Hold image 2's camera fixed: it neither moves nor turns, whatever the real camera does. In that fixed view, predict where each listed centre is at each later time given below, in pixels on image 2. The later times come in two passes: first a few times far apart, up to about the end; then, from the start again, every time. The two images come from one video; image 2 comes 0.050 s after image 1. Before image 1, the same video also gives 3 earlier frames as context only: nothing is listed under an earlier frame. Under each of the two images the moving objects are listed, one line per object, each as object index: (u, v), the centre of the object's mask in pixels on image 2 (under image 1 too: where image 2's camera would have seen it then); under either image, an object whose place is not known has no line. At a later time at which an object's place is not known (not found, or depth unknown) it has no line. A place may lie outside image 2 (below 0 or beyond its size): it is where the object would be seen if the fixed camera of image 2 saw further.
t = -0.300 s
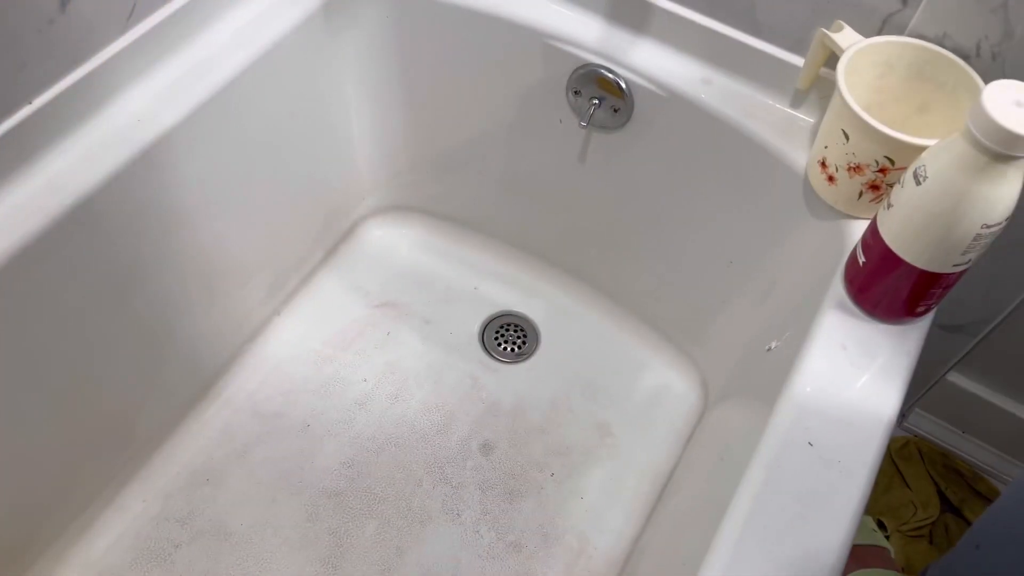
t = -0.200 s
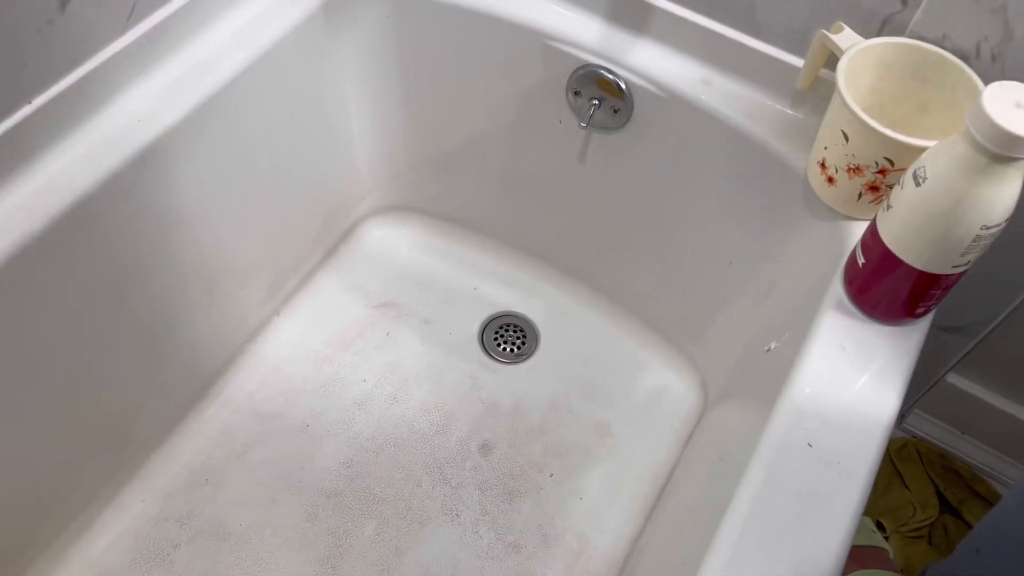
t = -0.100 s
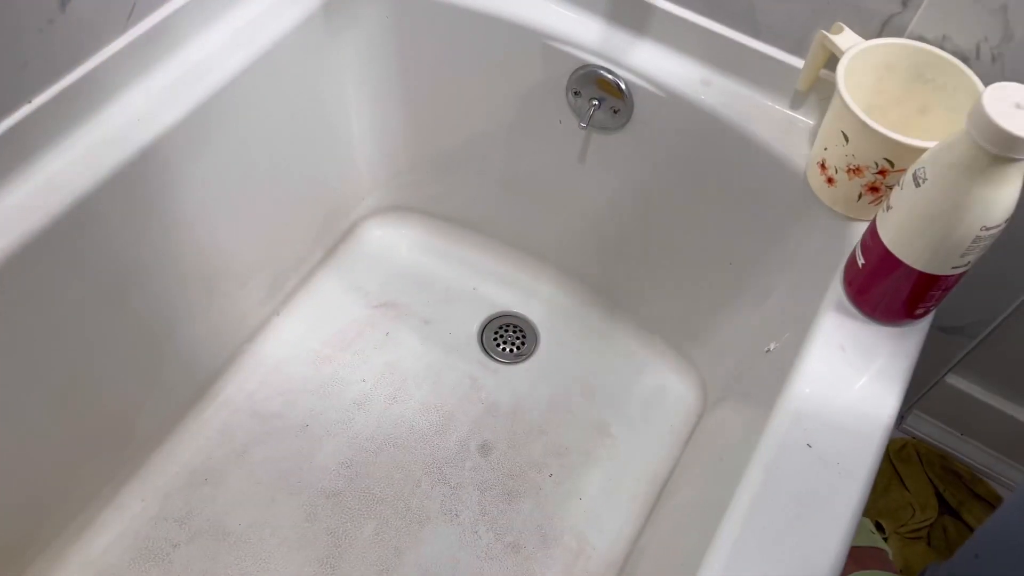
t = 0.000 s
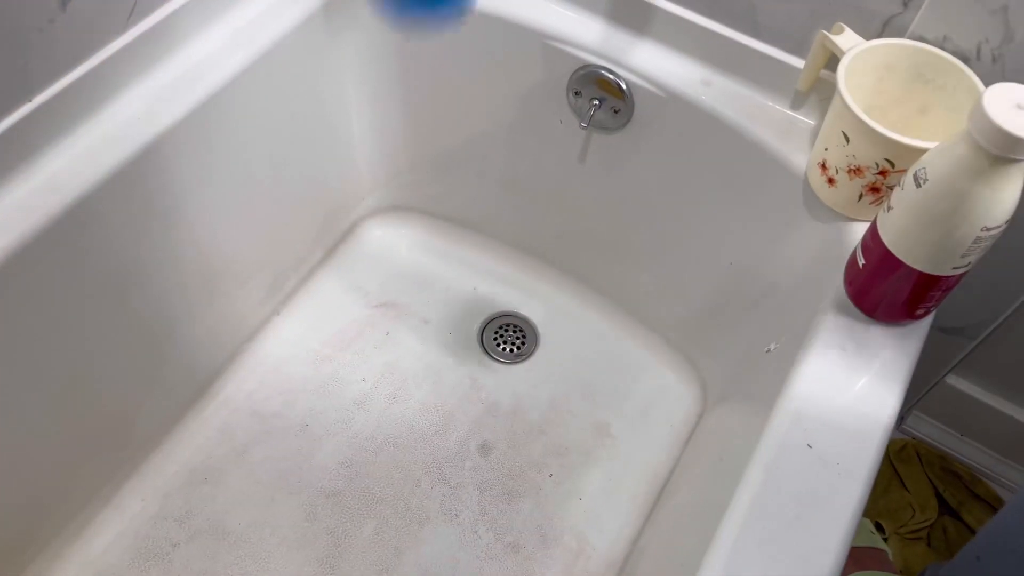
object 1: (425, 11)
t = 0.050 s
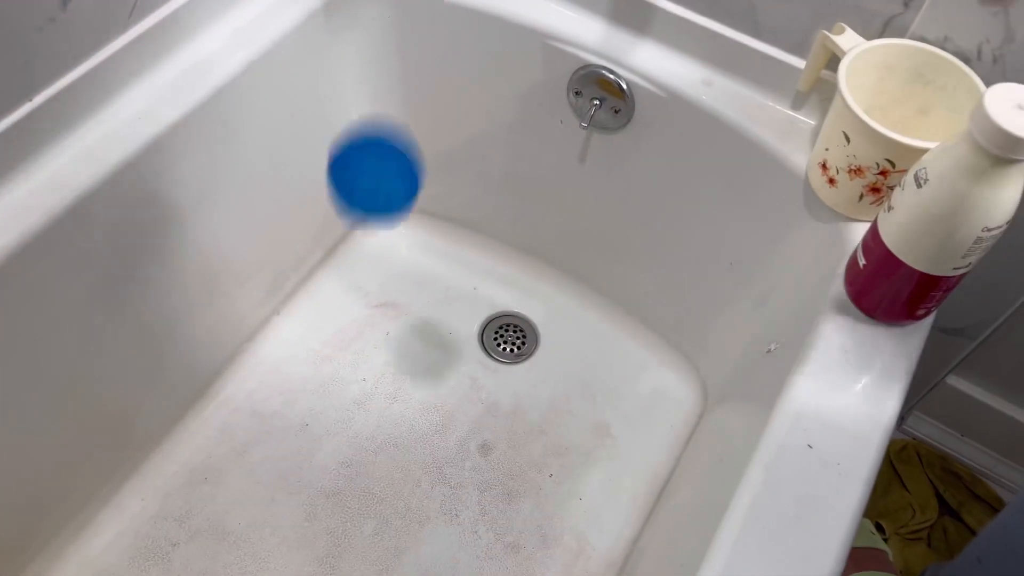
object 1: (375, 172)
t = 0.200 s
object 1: (323, 338)
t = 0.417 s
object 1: (334, 237)
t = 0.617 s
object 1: (410, 253)
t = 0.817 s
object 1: (467, 252)
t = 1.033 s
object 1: (490, 274)
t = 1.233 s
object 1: (487, 272)
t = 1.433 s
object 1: (479, 265)
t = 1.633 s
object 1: (478, 264)
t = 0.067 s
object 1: (364, 225)
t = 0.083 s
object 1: (355, 270)
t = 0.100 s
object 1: (348, 310)
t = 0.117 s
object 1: (342, 344)
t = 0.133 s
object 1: (337, 375)
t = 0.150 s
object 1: (332, 396)
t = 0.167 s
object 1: (328, 378)
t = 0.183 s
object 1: (325, 356)
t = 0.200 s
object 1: (323, 338)
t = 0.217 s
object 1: (321, 321)
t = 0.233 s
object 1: (321, 304)
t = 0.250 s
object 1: (320, 290)
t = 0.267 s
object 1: (319, 277)
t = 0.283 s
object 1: (318, 266)
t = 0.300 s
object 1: (317, 255)
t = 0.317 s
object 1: (316, 247)
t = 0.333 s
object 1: (315, 238)
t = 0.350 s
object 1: (315, 232)
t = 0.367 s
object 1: (318, 229)
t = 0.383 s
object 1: (324, 230)
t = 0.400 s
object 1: (329, 233)
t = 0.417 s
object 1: (334, 237)
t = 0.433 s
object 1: (339, 241)
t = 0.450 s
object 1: (343, 246)
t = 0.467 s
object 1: (348, 254)
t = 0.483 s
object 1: (354, 262)
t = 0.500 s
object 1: (361, 264)
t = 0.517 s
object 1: (367, 261)
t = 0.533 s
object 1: (374, 258)
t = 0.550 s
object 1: (382, 257)
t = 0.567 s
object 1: (390, 257)
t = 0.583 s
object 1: (397, 257)
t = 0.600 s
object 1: (404, 255)
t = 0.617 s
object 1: (410, 253)
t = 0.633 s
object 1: (416, 251)
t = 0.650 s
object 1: (422, 249)
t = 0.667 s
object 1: (428, 247)
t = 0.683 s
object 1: (434, 246)
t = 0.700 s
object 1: (441, 245)
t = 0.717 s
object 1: (447, 244)
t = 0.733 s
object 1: (452, 244)
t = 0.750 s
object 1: (455, 244)
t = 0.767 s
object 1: (459, 246)
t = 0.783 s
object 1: (461, 248)
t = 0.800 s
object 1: (464, 250)
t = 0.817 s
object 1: (467, 252)
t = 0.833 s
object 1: (470, 254)
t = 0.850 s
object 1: (472, 256)
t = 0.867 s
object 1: (475, 258)
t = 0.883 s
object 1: (478, 260)
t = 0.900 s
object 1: (481, 262)
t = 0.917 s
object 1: (484, 264)
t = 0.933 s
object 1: (486, 266)
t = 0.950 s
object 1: (488, 268)
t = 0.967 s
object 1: (490, 270)
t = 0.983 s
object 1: (490, 271)
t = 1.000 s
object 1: (490, 272)
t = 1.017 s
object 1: (490, 273)
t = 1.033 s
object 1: (490, 274)
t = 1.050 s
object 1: (489, 275)
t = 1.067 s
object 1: (489, 275)
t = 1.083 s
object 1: (489, 275)
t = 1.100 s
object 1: (489, 275)
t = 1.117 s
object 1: (489, 274)
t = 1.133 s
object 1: (489, 274)
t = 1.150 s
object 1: (490, 274)
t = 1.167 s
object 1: (489, 273)
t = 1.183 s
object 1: (489, 273)
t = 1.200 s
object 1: (488, 273)
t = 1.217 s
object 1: (488, 272)
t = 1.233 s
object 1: (487, 272)
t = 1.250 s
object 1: (485, 271)
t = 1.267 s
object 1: (484, 270)
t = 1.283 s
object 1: (483, 270)
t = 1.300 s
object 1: (482, 269)
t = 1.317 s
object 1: (481, 268)
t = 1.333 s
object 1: (480, 267)
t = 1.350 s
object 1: (480, 266)
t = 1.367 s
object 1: (480, 266)
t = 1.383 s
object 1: (479, 265)
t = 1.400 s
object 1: (479, 265)
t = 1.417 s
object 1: (479, 265)
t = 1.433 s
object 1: (479, 265)
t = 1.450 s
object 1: (478, 265)
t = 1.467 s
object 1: (478, 264)
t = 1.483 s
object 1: (478, 264)
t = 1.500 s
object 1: (477, 264)
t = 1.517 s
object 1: (477, 264)
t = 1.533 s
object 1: (477, 264)
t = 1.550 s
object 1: (477, 263)
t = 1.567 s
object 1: (478, 263)
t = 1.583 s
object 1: (478, 263)
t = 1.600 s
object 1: (478, 263)
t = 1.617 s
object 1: (478, 263)
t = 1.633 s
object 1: (478, 264)
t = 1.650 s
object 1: (478, 264)
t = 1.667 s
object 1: (478, 264)
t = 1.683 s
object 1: (478, 264)
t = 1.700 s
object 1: (478, 265)
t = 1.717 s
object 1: (478, 264)
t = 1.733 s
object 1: (478, 264)
